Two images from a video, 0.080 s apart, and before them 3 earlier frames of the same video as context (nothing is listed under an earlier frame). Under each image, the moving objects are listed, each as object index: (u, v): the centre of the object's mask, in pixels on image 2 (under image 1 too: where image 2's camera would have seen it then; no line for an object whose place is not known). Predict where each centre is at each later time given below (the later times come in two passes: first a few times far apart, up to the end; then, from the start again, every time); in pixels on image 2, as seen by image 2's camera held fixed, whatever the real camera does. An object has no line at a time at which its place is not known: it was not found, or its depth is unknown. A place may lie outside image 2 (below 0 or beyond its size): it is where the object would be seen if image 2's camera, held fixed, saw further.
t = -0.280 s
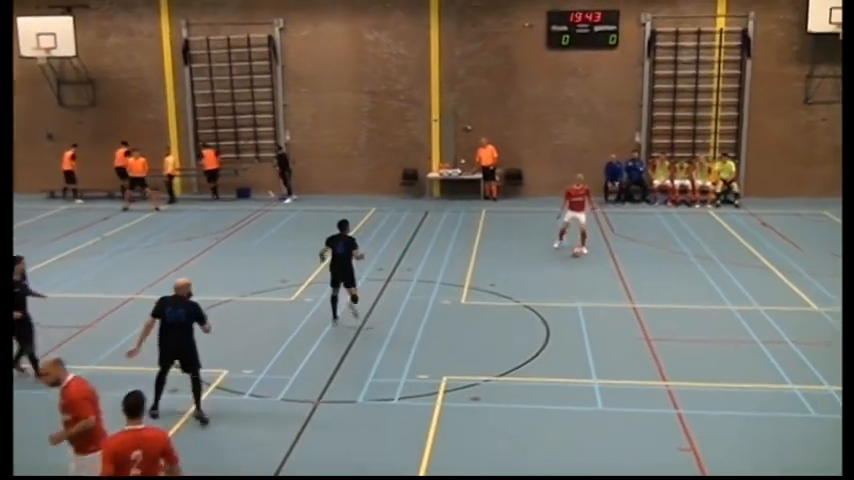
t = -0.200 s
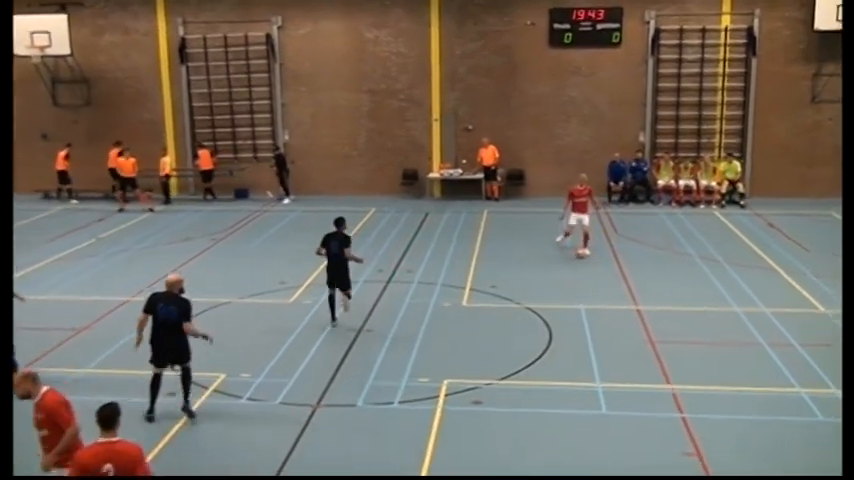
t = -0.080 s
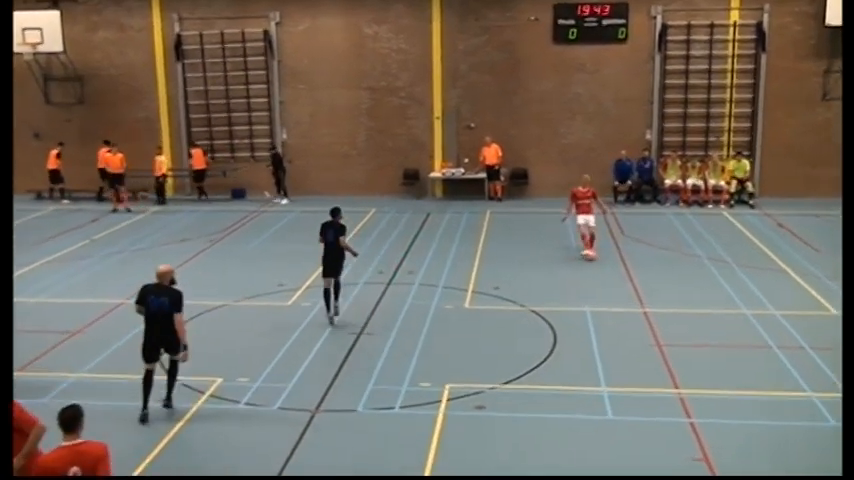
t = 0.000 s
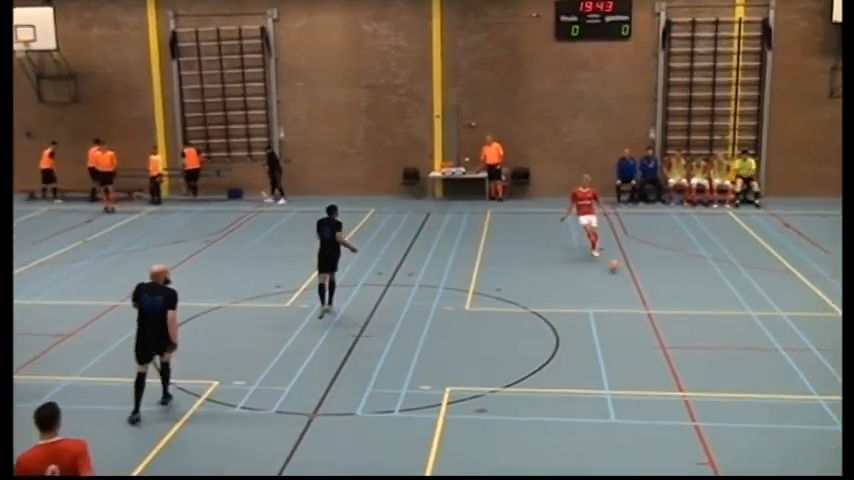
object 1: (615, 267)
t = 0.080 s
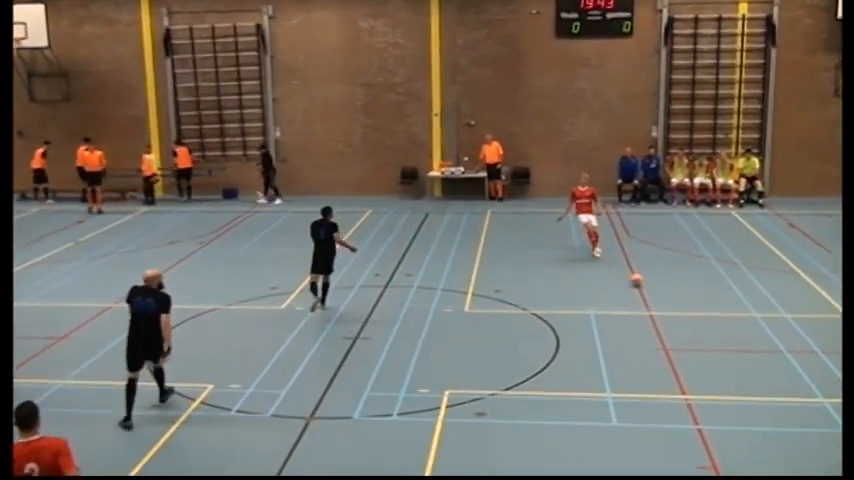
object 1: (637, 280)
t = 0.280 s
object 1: (696, 314)
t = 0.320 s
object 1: (710, 322)
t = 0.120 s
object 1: (648, 287)
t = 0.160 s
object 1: (660, 294)
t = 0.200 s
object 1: (672, 301)
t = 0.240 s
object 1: (684, 307)
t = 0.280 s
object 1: (696, 314)
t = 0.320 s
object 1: (710, 322)
